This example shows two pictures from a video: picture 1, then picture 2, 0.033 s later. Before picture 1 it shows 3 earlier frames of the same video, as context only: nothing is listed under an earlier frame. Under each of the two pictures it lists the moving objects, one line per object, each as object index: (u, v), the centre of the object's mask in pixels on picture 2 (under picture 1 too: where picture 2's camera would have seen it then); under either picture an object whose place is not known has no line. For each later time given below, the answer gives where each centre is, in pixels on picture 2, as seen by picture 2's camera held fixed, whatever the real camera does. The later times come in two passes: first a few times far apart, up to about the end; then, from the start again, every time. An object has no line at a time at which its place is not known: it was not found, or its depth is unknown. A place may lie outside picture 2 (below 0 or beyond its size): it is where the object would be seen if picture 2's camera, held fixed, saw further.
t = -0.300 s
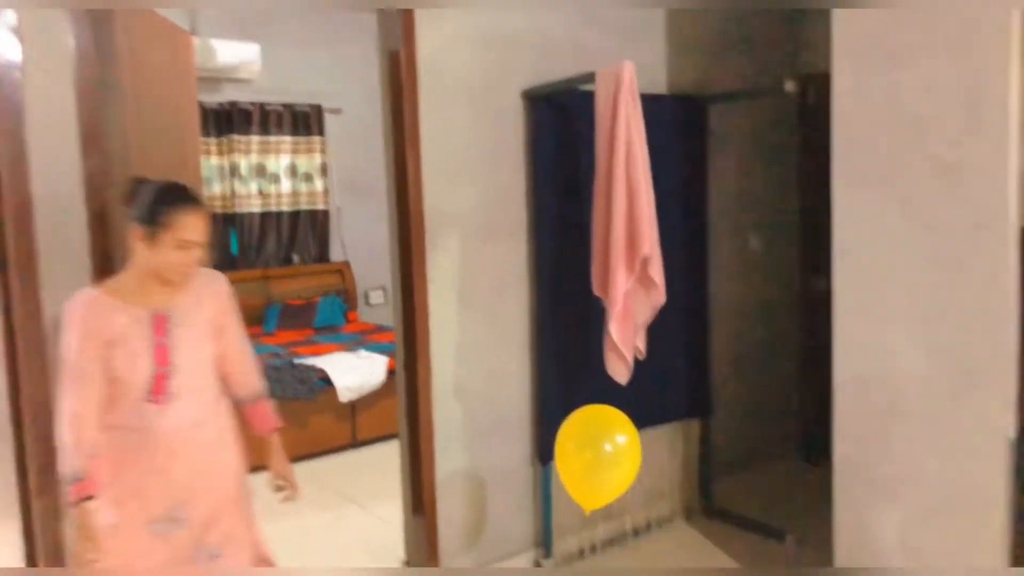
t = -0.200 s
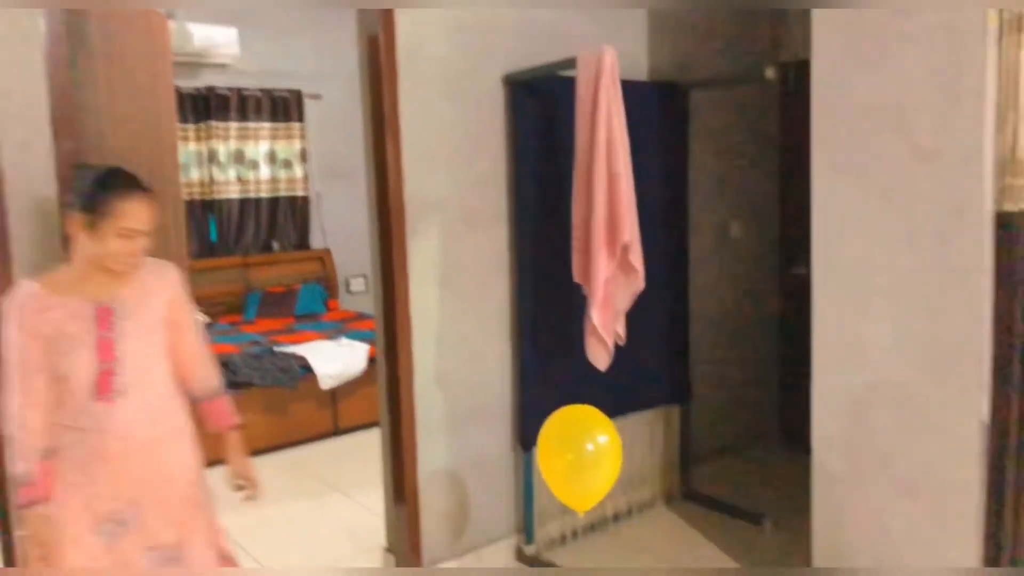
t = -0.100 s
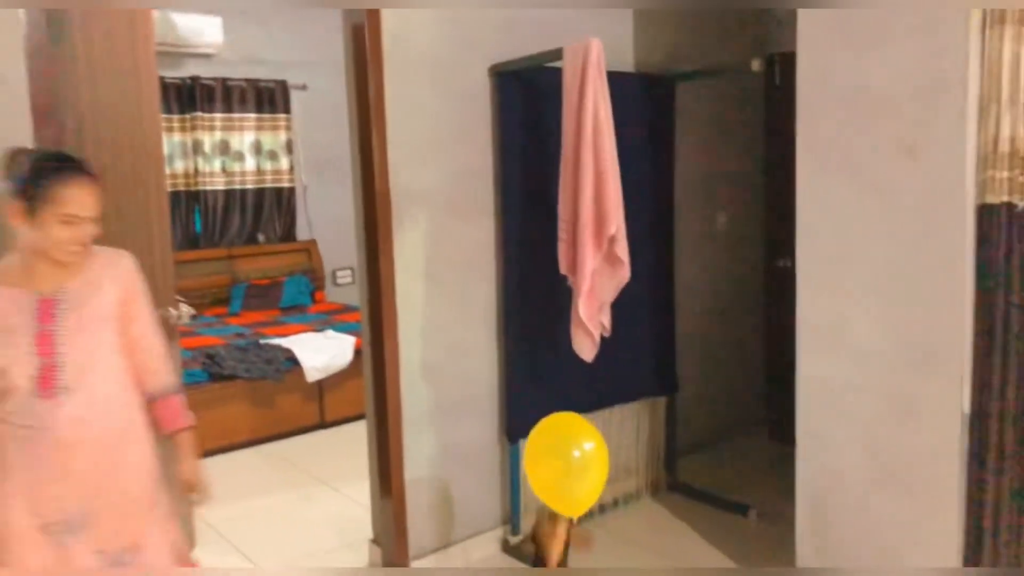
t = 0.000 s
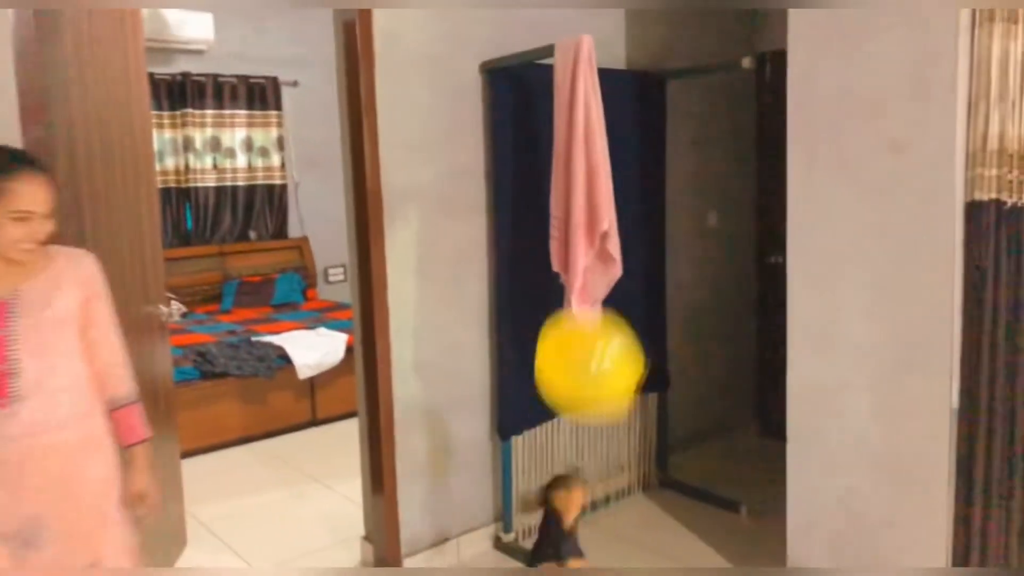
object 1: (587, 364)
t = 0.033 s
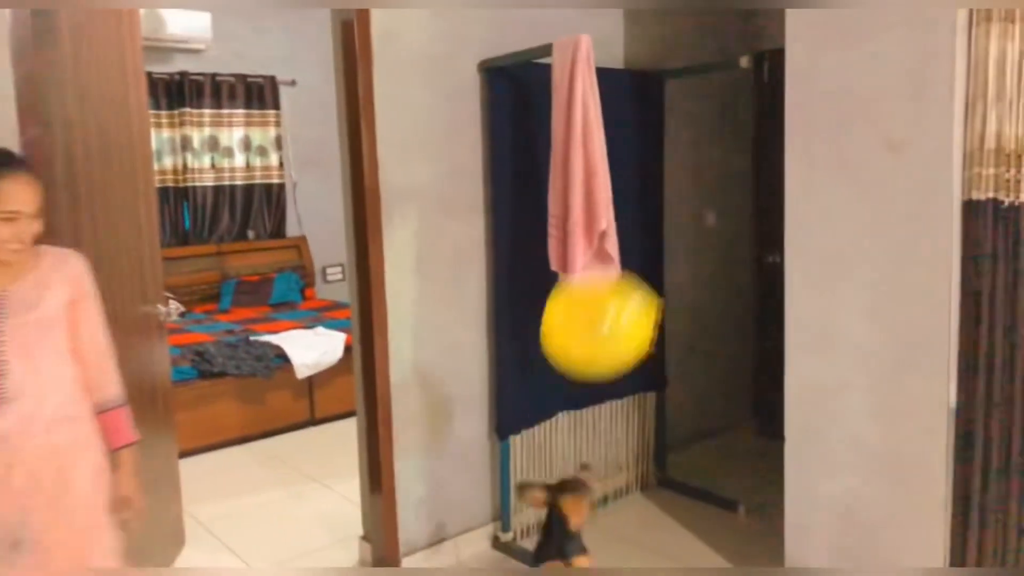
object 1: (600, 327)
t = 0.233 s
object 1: (638, 144)
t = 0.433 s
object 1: (629, 74)
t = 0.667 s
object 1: (633, 49)
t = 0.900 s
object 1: (652, 36)
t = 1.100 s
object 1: (671, 31)
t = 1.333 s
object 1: (692, 44)
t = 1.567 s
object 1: (707, 86)
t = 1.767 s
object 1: (712, 142)
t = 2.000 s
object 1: (711, 221)
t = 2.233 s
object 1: (700, 310)
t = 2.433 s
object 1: (681, 383)
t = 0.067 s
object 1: (612, 286)
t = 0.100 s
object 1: (621, 252)
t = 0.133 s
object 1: (629, 220)
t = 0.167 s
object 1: (635, 190)
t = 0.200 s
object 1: (638, 164)
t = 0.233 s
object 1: (638, 144)
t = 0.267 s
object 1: (638, 126)
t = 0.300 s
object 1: (636, 111)
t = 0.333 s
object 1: (634, 99)
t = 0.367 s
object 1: (632, 89)
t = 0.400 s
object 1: (631, 81)
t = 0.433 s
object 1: (629, 74)
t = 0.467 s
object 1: (629, 69)
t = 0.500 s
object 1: (628, 64)
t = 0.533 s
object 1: (628, 60)
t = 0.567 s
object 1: (629, 57)
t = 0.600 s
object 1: (630, 54)
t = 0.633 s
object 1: (631, 52)
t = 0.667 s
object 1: (633, 49)
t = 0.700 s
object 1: (635, 47)
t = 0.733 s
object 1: (637, 45)
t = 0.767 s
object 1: (640, 43)
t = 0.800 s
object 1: (643, 41)
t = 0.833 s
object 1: (646, 39)
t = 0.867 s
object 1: (649, 38)
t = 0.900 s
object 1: (652, 36)
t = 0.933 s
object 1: (655, 35)
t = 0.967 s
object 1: (658, 33)
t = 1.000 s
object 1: (661, 32)
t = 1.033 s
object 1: (665, 31)
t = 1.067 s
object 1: (668, 31)
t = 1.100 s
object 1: (671, 31)
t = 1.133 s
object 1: (675, 31)
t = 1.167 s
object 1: (678, 32)
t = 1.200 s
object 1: (681, 34)
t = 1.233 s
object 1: (684, 35)
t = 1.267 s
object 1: (687, 37)
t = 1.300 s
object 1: (689, 40)
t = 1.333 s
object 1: (692, 44)
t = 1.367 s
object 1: (695, 48)
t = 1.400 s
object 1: (697, 53)
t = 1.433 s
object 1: (699, 58)
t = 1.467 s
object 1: (701, 65)
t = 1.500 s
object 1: (703, 71)
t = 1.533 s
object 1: (705, 78)
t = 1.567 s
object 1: (707, 86)
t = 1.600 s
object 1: (708, 94)
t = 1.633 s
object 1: (709, 103)
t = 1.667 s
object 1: (710, 112)
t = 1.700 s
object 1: (711, 122)
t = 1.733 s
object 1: (712, 132)
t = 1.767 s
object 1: (712, 142)
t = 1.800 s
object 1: (713, 153)
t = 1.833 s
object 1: (713, 163)
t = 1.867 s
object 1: (713, 175)
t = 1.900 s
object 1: (713, 186)
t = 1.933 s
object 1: (712, 198)
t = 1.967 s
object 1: (712, 209)
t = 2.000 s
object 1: (711, 221)
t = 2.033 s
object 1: (710, 234)
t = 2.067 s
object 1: (709, 246)
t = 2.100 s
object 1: (708, 259)
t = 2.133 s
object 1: (706, 272)
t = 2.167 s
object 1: (704, 284)
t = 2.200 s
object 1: (702, 297)
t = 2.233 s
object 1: (700, 310)
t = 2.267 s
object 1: (697, 322)
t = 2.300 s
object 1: (694, 334)
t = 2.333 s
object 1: (691, 347)
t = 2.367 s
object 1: (688, 359)
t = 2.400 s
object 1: (685, 371)
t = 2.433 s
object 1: (681, 383)
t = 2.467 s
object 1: (677, 394)
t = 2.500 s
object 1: (673, 406)
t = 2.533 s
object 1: (668, 418)
